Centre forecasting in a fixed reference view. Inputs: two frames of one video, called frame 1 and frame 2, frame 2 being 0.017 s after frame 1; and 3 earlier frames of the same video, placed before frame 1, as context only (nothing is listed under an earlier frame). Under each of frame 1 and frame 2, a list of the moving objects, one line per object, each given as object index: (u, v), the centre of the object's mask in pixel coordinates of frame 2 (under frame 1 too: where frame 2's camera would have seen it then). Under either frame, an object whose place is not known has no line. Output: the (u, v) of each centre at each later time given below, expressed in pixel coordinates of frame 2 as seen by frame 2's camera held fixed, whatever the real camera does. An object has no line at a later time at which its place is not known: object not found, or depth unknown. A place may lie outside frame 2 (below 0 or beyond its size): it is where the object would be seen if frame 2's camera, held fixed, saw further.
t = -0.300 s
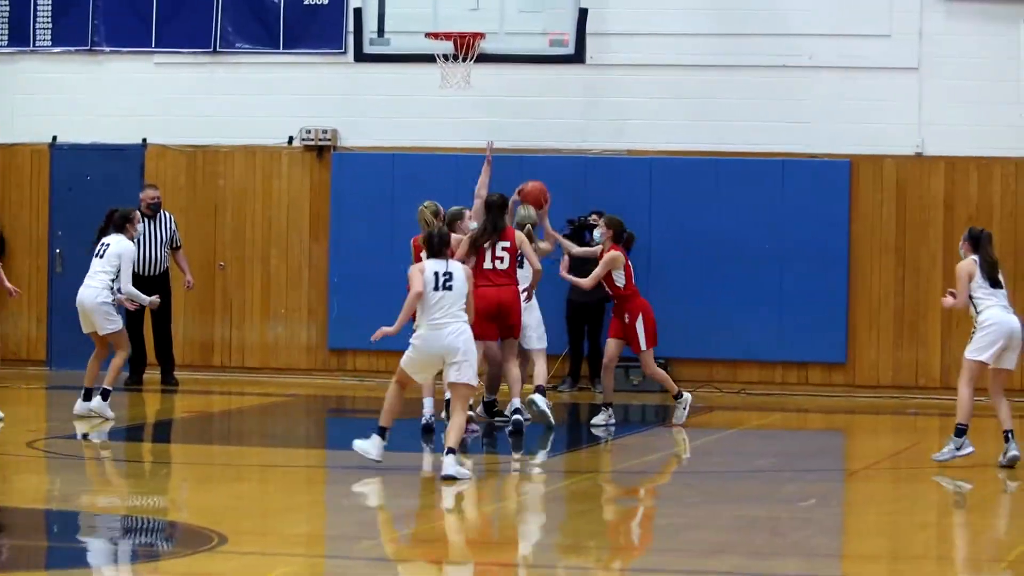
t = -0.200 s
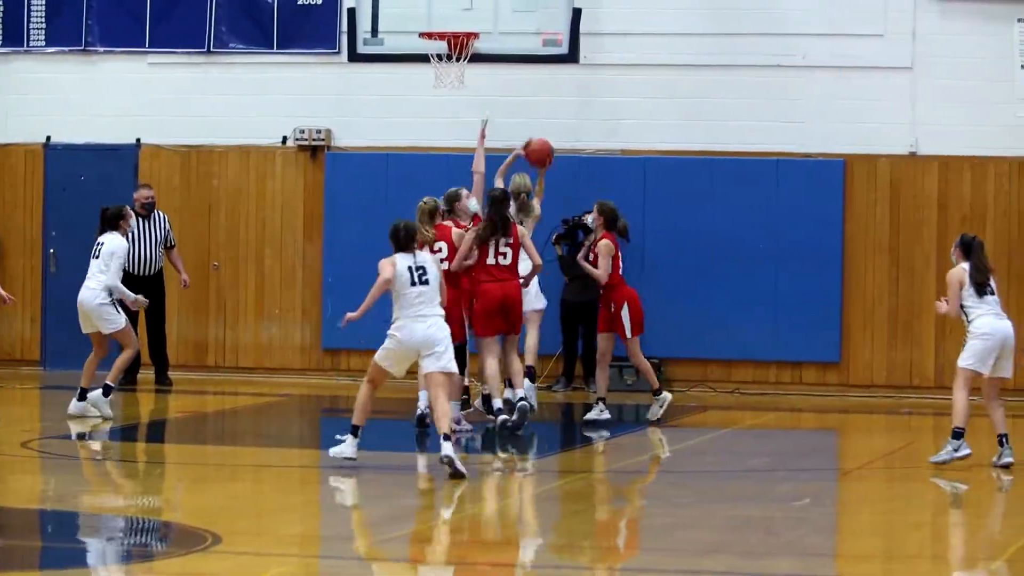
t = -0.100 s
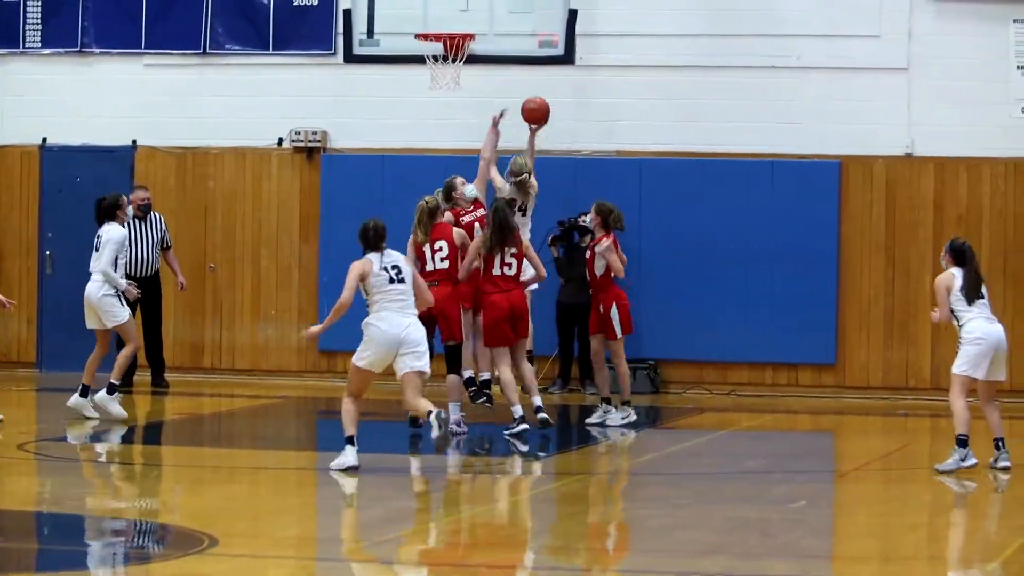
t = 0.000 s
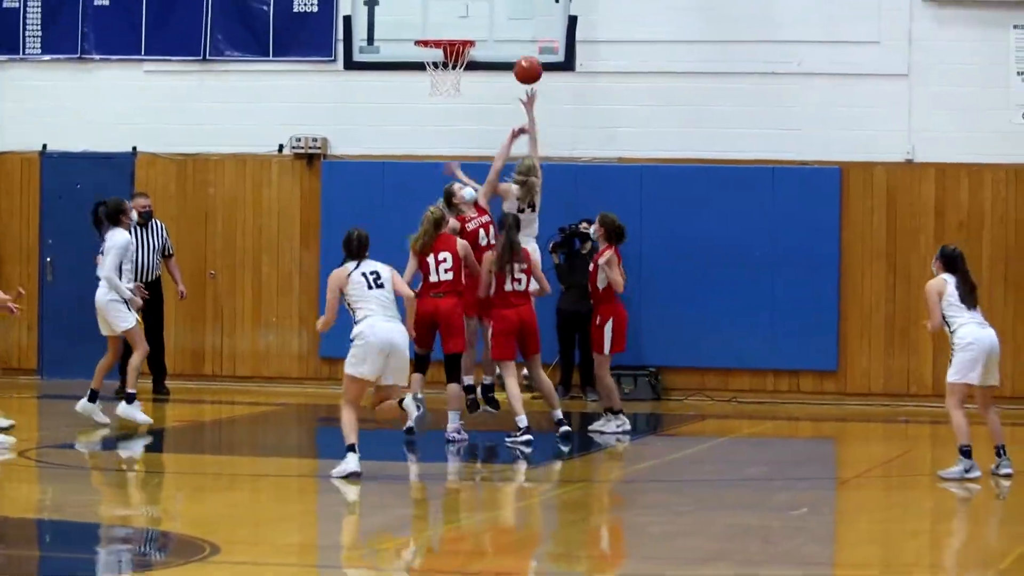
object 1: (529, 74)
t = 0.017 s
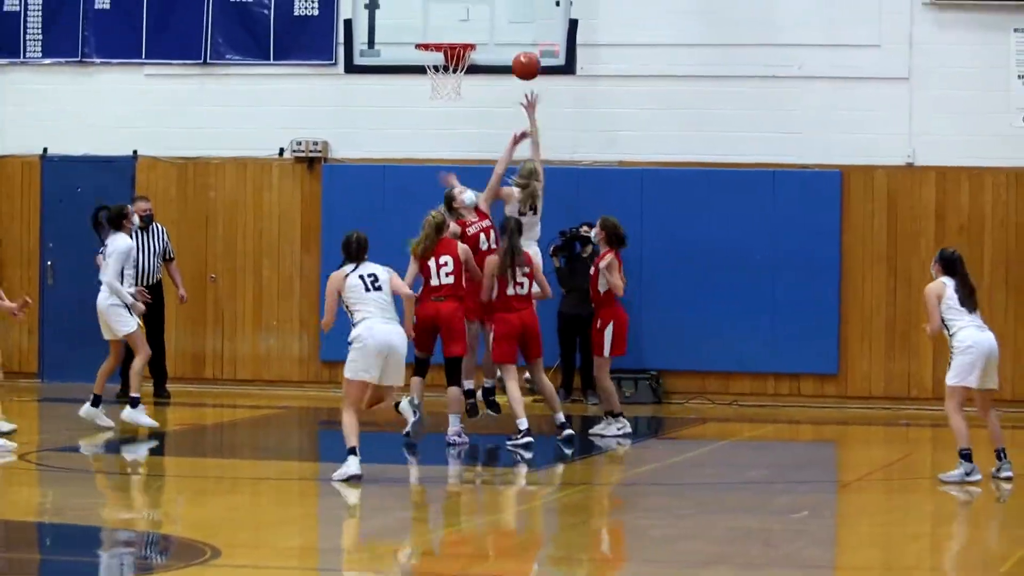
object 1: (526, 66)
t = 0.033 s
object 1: (524, 59)
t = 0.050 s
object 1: (521, 51)
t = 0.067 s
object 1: (519, 44)
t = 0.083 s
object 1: (516, 38)
